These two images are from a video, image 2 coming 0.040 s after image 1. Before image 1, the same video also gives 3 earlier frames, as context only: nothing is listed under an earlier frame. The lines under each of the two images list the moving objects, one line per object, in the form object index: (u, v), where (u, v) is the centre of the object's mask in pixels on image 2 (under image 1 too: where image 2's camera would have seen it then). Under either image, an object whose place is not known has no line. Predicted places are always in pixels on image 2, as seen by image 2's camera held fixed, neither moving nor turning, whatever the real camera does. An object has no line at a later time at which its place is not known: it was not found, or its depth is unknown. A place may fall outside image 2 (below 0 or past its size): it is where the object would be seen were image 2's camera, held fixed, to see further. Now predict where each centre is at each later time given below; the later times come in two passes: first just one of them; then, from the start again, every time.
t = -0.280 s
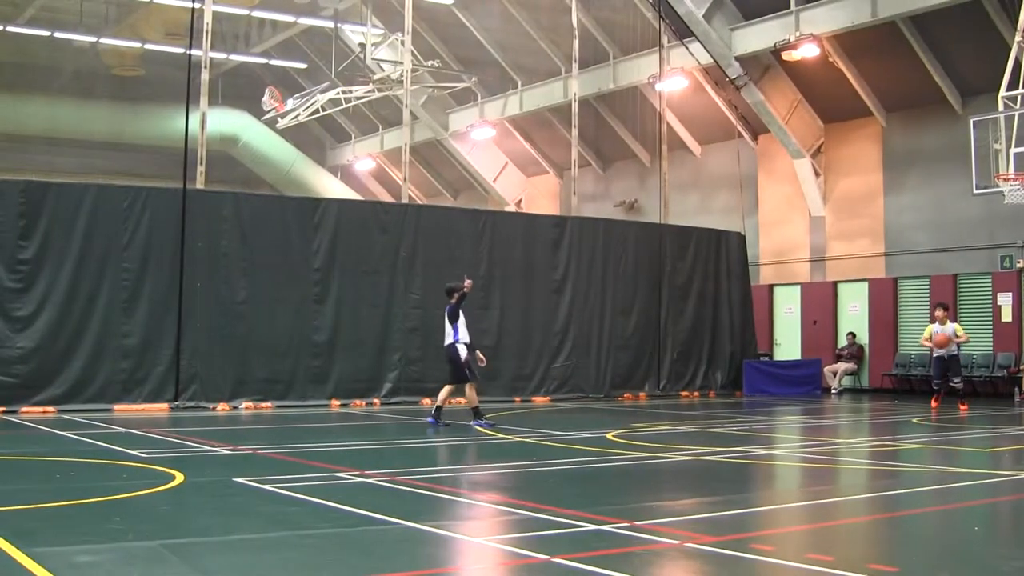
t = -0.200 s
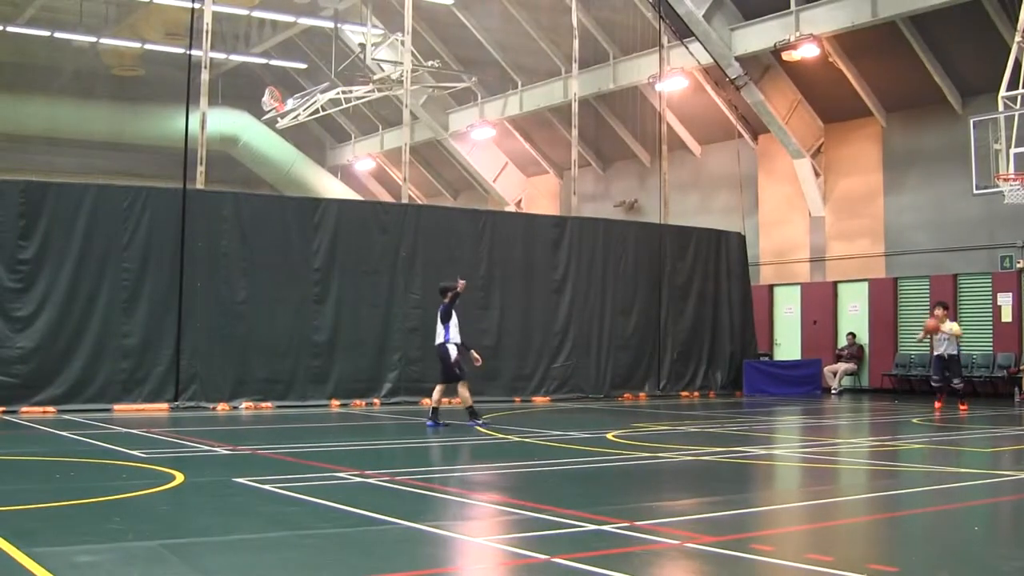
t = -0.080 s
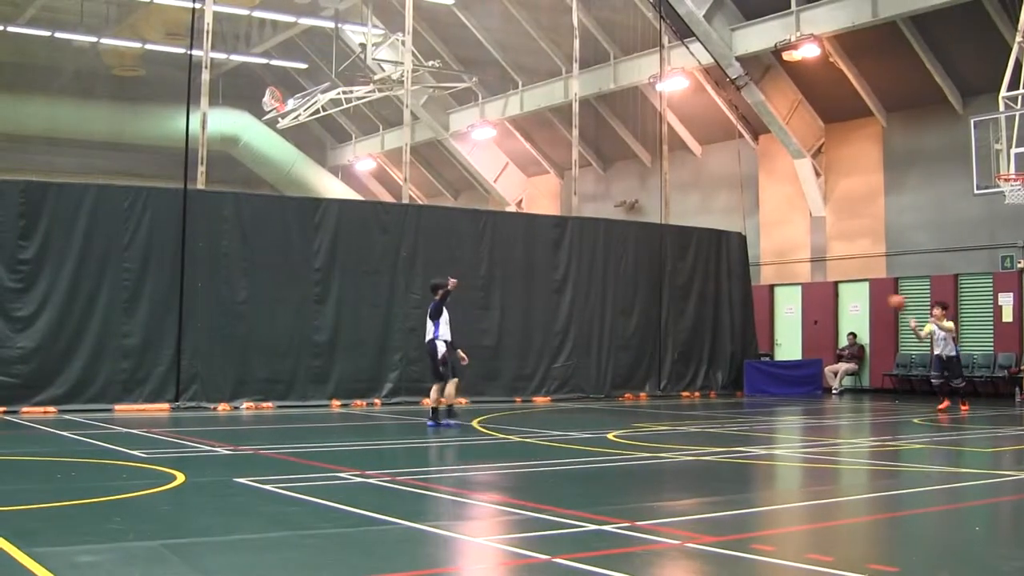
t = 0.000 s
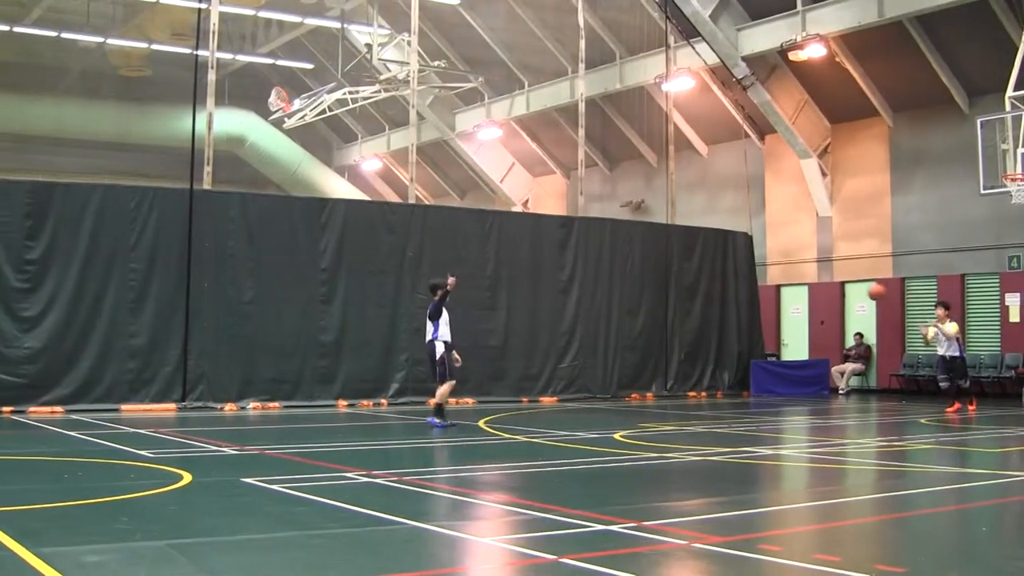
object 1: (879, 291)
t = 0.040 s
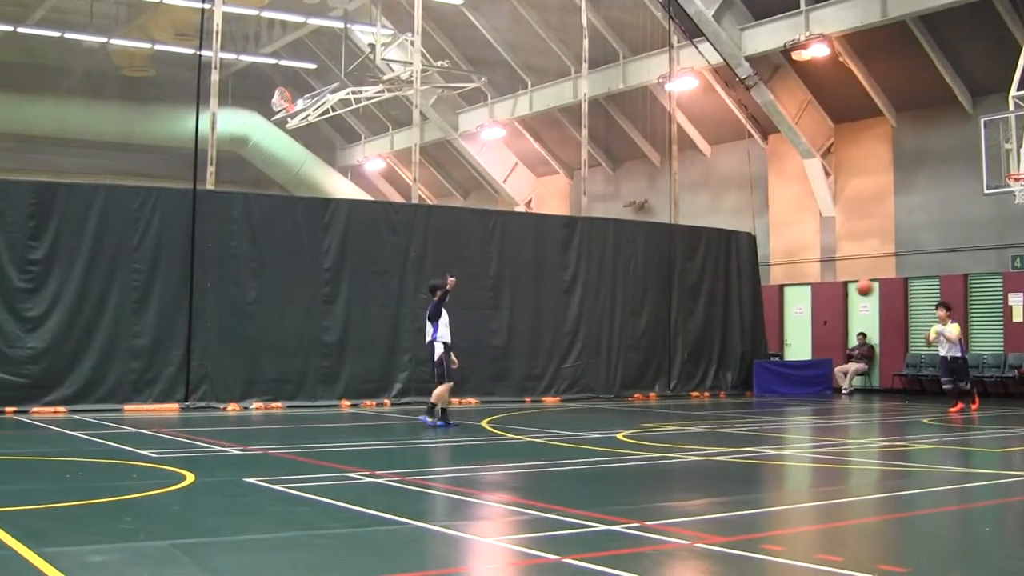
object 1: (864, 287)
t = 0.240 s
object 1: (793, 284)
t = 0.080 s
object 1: (850, 286)
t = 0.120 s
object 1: (836, 281)
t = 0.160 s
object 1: (821, 281)
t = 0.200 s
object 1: (807, 282)
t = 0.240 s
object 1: (793, 284)
